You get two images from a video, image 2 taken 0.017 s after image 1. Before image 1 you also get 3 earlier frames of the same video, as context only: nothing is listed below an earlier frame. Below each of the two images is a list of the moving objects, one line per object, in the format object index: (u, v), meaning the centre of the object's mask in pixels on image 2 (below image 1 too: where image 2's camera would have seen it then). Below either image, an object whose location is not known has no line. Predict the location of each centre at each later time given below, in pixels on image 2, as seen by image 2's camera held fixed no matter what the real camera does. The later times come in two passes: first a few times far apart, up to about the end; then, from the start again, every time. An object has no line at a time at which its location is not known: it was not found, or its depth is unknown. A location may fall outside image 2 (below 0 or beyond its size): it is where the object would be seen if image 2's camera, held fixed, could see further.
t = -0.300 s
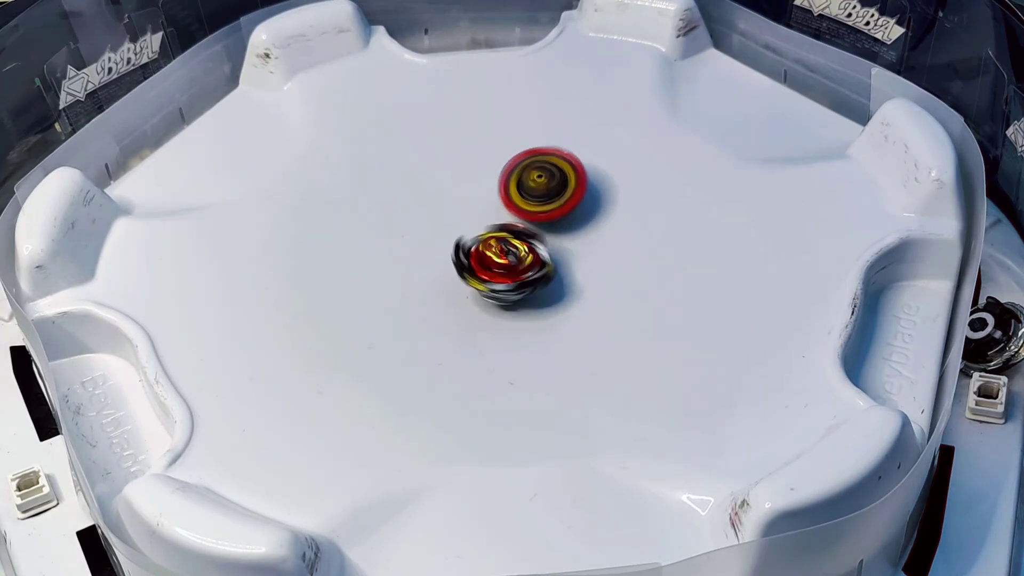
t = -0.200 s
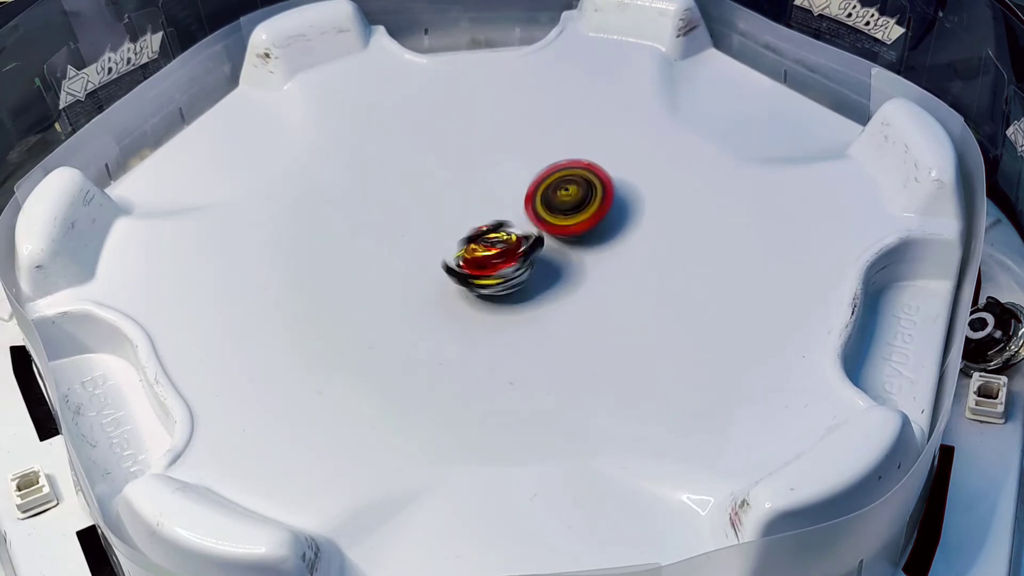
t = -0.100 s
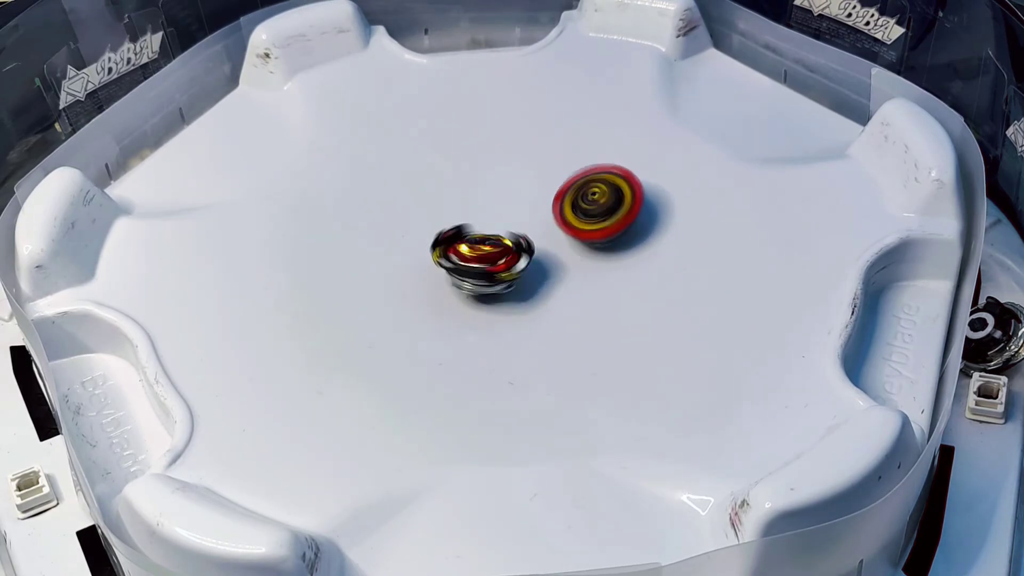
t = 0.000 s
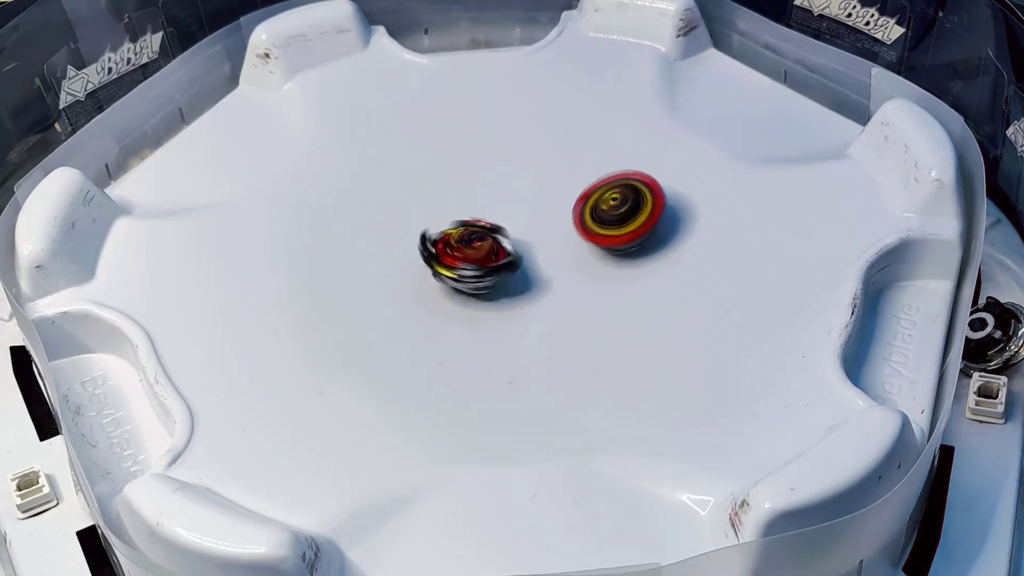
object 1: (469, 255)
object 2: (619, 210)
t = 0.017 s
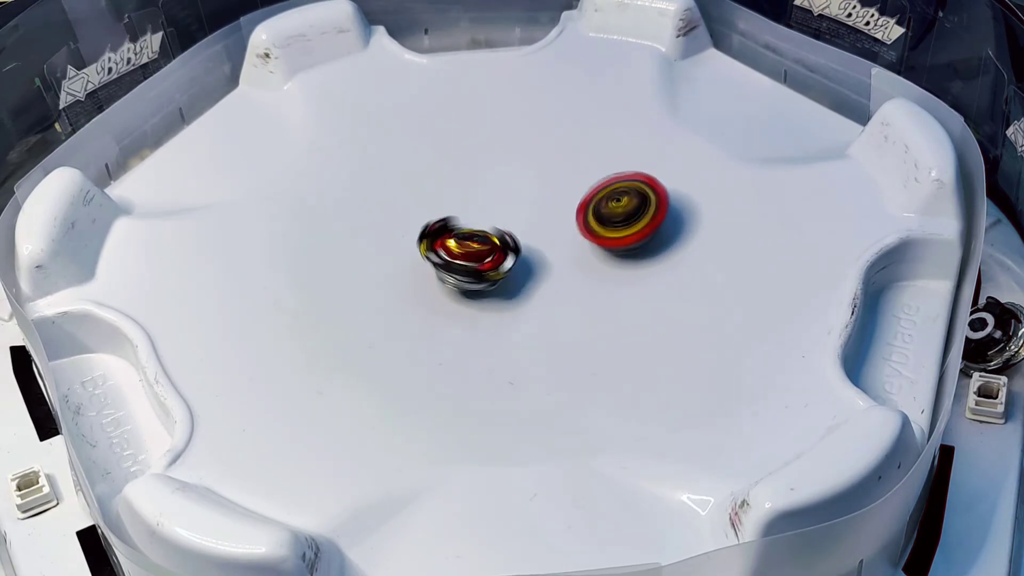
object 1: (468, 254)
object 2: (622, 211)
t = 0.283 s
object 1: (475, 239)
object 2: (647, 238)
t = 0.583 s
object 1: (506, 245)
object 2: (581, 287)
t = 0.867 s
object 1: (508, 227)
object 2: (508, 328)
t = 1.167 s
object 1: (521, 228)
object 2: (434, 327)
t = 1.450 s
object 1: (500, 239)
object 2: (400, 284)
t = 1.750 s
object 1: (511, 245)
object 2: (389, 224)
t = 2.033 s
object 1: (511, 240)
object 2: (409, 180)
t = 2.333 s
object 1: (513, 239)
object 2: (478, 173)
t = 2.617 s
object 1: (516, 257)
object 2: (524, 154)
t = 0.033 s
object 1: (467, 253)
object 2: (625, 212)
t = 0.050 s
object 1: (465, 252)
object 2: (628, 213)
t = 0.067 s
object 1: (463, 250)
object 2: (631, 215)
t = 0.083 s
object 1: (461, 250)
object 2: (633, 216)
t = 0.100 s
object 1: (460, 247)
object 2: (635, 218)
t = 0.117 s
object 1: (461, 247)
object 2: (638, 219)
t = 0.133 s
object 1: (463, 246)
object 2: (639, 220)
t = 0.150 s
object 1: (465, 245)
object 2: (641, 222)
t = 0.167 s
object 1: (465, 244)
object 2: (643, 224)
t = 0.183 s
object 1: (464, 243)
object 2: (644, 225)
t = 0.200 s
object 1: (463, 242)
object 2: (645, 227)
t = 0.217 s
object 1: (463, 241)
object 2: (646, 229)
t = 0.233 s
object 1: (466, 240)
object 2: (647, 231)
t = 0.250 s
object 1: (469, 239)
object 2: (647, 234)
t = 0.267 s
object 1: (472, 239)
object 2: (647, 236)
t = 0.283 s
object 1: (475, 239)
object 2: (647, 238)
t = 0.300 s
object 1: (476, 238)
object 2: (646, 241)
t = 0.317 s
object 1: (475, 238)
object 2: (645, 243)
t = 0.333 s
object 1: (476, 238)
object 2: (643, 245)
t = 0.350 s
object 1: (479, 236)
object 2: (640, 248)
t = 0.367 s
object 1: (482, 237)
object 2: (638, 250)
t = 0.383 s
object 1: (486, 236)
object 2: (635, 253)
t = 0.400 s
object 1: (489, 237)
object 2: (632, 255)
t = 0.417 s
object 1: (491, 238)
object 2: (628, 258)
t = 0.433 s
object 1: (491, 240)
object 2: (623, 262)
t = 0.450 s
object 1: (491, 240)
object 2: (619, 264)
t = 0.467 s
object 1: (492, 239)
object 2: (614, 267)
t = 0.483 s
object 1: (495, 240)
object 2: (610, 270)
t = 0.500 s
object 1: (497, 241)
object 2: (605, 273)
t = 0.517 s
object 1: (499, 242)
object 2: (599, 276)
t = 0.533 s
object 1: (501, 243)
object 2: (594, 278)
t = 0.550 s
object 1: (504, 244)
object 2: (589, 281)
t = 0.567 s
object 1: (506, 246)
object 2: (584, 284)
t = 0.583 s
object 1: (506, 245)
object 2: (581, 287)
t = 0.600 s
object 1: (507, 245)
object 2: (576, 290)
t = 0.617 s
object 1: (510, 245)
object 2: (572, 293)
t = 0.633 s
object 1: (510, 244)
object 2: (567, 296)
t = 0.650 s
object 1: (512, 244)
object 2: (563, 299)
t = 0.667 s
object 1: (510, 244)
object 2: (559, 302)
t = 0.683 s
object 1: (509, 242)
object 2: (554, 307)
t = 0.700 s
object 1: (509, 241)
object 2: (550, 310)
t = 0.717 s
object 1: (508, 238)
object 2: (546, 312)
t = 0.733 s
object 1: (510, 237)
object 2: (542, 314)
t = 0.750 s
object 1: (509, 235)
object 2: (537, 317)
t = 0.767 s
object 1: (510, 235)
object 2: (533, 319)
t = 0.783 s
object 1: (511, 233)
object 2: (529, 320)
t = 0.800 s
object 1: (510, 232)
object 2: (524, 323)
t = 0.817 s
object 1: (509, 232)
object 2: (521, 324)
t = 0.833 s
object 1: (507, 230)
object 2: (515, 326)
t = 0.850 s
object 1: (507, 229)
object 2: (511, 327)
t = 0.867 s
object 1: (508, 227)
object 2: (508, 328)
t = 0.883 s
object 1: (509, 227)
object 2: (503, 329)
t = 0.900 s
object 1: (510, 225)
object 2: (498, 330)
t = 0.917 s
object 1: (512, 225)
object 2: (493, 331)
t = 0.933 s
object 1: (513, 225)
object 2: (490, 332)
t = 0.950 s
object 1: (514, 224)
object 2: (485, 332)
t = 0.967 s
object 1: (514, 224)
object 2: (480, 333)
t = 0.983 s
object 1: (514, 224)
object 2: (477, 333)
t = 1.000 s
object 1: (516, 223)
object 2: (472, 333)
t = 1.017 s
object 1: (518, 223)
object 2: (468, 333)
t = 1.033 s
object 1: (519, 223)
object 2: (463, 333)
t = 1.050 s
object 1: (521, 224)
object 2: (460, 333)
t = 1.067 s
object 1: (521, 224)
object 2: (456, 332)
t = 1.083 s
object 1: (520, 225)
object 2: (451, 332)
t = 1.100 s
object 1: (519, 226)
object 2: (448, 331)
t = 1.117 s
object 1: (519, 228)
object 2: (444, 331)
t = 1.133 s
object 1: (518, 227)
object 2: (441, 329)
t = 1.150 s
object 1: (519, 228)
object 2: (437, 329)
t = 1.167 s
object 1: (521, 228)
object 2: (434, 327)
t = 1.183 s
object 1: (521, 229)
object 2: (431, 325)
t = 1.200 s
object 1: (523, 229)
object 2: (428, 324)
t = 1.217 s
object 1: (521, 231)
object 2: (425, 322)
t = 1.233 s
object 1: (519, 233)
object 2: (422, 320)
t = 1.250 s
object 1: (516, 234)
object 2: (420, 318)
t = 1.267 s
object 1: (514, 237)
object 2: (418, 315)
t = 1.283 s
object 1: (512, 238)
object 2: (415, 313)
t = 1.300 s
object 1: (513, 238)
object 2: (414, 310)
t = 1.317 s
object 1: (512, 238)
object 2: (412, 307)
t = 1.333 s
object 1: (511, 238)
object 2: (410, 304)
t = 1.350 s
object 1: (511, 238)
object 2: (408, 302)
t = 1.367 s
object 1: (509, 238)
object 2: (407, 299)
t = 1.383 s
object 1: (508, 239)
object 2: (406, 296)
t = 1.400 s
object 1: (508, 239)
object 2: (404, 293)
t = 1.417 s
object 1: (505, 239)
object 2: (403, 290)
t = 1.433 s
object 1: (503, 239)
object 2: (401, 287)
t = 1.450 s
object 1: (500, 239)
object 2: (400, 284)
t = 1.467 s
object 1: (497, 239)
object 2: (399, 281)
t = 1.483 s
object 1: (494, 239)
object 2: (399, 278)
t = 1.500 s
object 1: (492, 239)
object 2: (397, 275)
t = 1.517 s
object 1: (489, 239)
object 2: (397, 272)
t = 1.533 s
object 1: (488, 239)
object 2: (397, 269)
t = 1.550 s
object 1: (487, 238)
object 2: (396, 266)
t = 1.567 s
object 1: (485, 238)
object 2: (397, 262)
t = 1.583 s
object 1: (485, 237)
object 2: (396, 259)
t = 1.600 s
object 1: (484, 236)
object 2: (397, 256)
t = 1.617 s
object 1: (483, 237)
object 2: (397, 253)
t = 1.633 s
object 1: (484, 237)
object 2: (399, 250)
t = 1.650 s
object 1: (486, 237)
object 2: (398, 247)
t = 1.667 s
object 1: (491, 238)
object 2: (394, 242)
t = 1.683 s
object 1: (497, 241)
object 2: (392, 238)
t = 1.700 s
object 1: (502, 243)
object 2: (390, 234)
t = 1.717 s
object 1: (505, 245)
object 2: (389, 230)
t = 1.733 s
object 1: (508, 244)
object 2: (388, 227)
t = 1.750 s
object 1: (511, 245)
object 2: (389, 224)
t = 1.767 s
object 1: (513, 244)
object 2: (388, 220)
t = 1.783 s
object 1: (515, 244)
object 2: (389, 217)
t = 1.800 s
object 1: (517, 244)
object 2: (388, 214)
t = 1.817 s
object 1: (518, 245)
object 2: (389, 212)
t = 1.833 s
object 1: (518, 245)
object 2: (390, 208)
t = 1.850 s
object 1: (518, 245)
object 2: (390, 205)
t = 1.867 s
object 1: (516, 244)
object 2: (391, 202)
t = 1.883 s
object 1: (515, 243)
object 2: (392, 199)
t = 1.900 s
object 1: (513, 243)
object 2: (394, 197)
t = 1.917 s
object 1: (511, 242)
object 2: (395, 194)
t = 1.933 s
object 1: (510, 241)
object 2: (397, 192)
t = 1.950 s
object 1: (510, 240)
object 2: (398, 189)
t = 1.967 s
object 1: (510, 240)
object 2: (400, 187)
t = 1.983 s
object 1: (510, 240)
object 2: (402, 185)
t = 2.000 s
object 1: (510, 240)
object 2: (404, 183)
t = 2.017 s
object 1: (511, 240)
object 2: (407, 181)
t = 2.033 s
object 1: (511, 240)
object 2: (409, 180)
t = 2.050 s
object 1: (512, 239)
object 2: (412, 178)
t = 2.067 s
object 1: (512, 239)
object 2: (415, 176)
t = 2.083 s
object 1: (512, 239)
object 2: (418, 175)
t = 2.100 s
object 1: (512, 239)
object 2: (421, 174)
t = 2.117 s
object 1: (513, 239)
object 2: (425, 173)
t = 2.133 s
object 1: (513, 239)
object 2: (428, 172)
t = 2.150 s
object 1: (513, 239)
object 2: (432, 171)
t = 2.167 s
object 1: (513, 239)
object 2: (436, 171)
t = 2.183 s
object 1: (513, 239)
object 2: (440, 171)
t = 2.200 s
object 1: (513, 239)
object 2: (444, 171)
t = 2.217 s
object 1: (513, 239)
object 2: (448, 171)
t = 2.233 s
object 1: (513, 239)
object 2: (452, 171)
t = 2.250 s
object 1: (513, 239)
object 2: (457, 171)
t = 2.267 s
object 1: (513, 239)
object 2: (460, 171)
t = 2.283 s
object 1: (513, 239)
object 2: (465, 172)
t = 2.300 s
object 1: (513, 239)
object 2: (469, 172)
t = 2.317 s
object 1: (513, 239)
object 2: (474, 173)
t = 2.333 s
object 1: (513, 239)
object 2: (478, 173)
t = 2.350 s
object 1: (515, 241)
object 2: (482, 170)
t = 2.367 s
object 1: (516, 243)
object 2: (483, 168)
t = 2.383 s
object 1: (516, 244)
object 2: (486, 165)
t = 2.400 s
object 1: (515, 246)
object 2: (489, 164)
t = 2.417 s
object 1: (513, 249)
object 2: (492, 162)
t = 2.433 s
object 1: (512, 251)
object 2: (494, 161)
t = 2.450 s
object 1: (511, 253)
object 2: (497, 159)
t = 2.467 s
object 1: (512, 254)
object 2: (499, 158)
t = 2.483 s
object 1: (513, 256)
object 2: (502, 157)
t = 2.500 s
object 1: (515, 257)
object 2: (504, 155)
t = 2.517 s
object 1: (516, 257)
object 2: (507, 155)
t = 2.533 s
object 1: (517, 257)
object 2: (509, 154)
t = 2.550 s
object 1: (517, 257)
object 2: (512, 154)
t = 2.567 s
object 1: (517, 257)
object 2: (515, 153)
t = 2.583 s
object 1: (517, 257)
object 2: (518, 153)
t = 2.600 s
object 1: (516, 257)
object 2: (521, 153)
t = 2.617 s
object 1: (516, 257)
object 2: (524, 154)
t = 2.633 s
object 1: (514, 257)
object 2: (526, 155)
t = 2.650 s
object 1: (513, 257)
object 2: (529, 156)
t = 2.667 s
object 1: (512, 258)
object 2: (531, 158)
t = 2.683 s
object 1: (512, 258)
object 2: (534, 160)
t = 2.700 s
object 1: (512, 257)
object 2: (535, 164)
